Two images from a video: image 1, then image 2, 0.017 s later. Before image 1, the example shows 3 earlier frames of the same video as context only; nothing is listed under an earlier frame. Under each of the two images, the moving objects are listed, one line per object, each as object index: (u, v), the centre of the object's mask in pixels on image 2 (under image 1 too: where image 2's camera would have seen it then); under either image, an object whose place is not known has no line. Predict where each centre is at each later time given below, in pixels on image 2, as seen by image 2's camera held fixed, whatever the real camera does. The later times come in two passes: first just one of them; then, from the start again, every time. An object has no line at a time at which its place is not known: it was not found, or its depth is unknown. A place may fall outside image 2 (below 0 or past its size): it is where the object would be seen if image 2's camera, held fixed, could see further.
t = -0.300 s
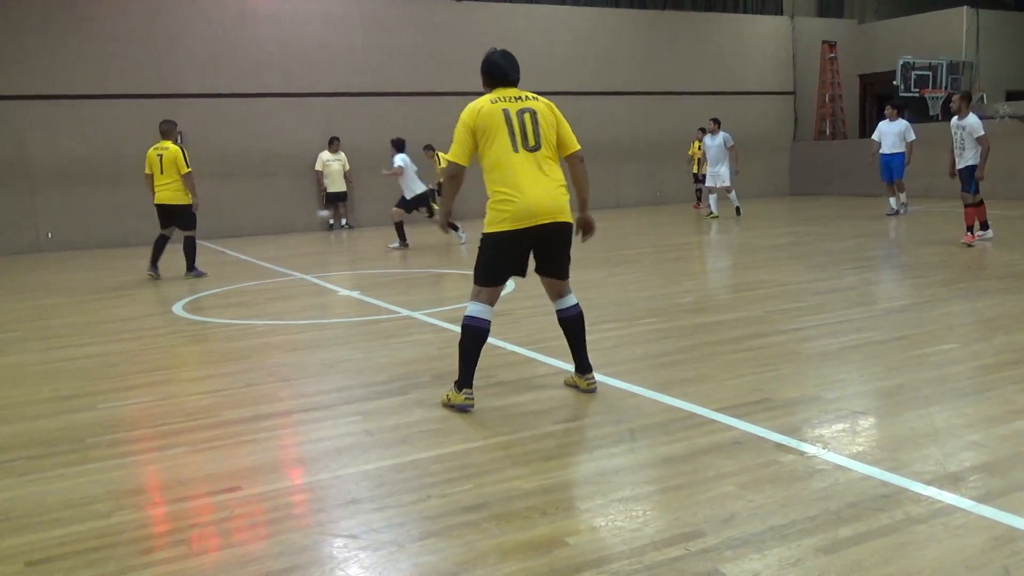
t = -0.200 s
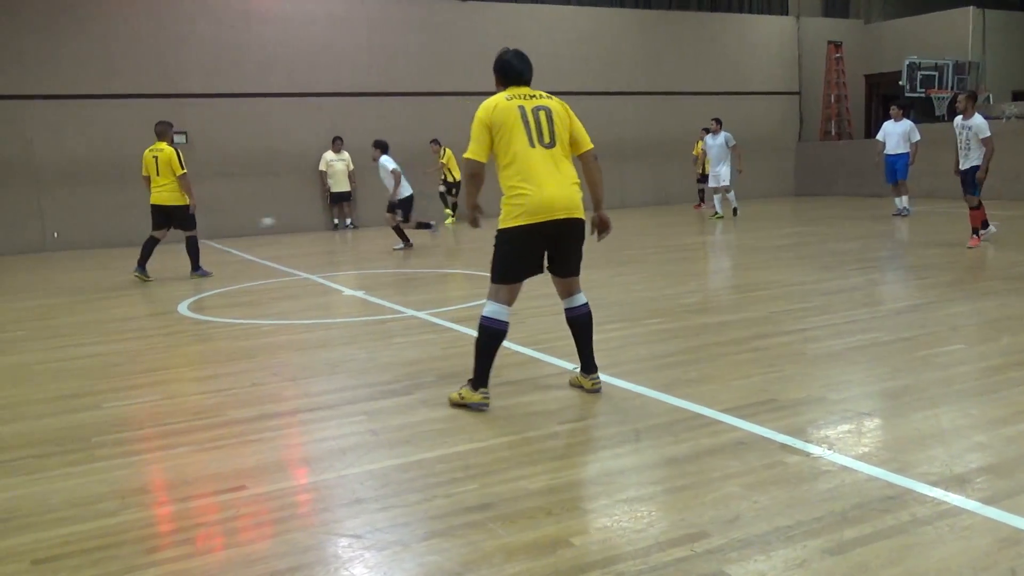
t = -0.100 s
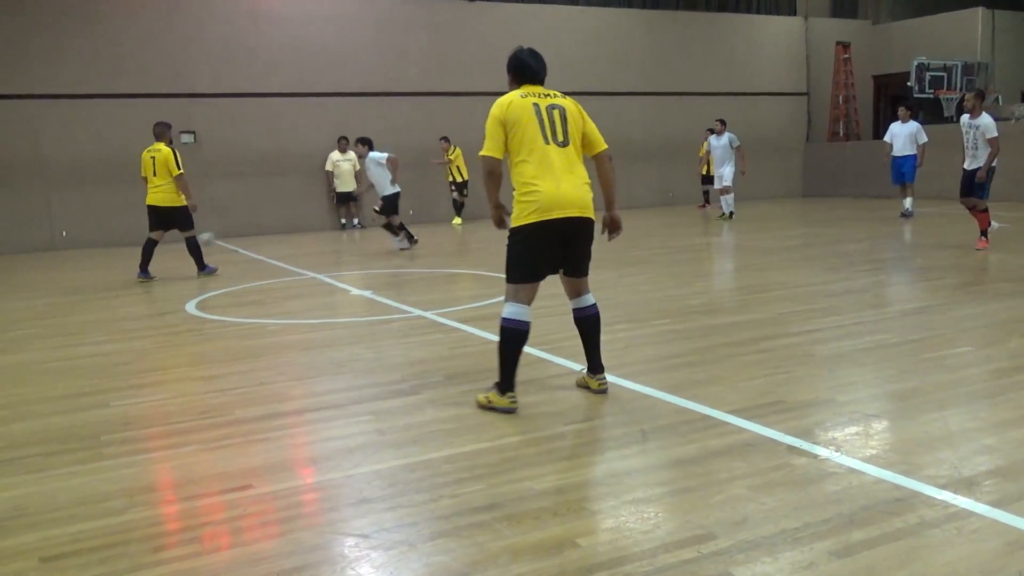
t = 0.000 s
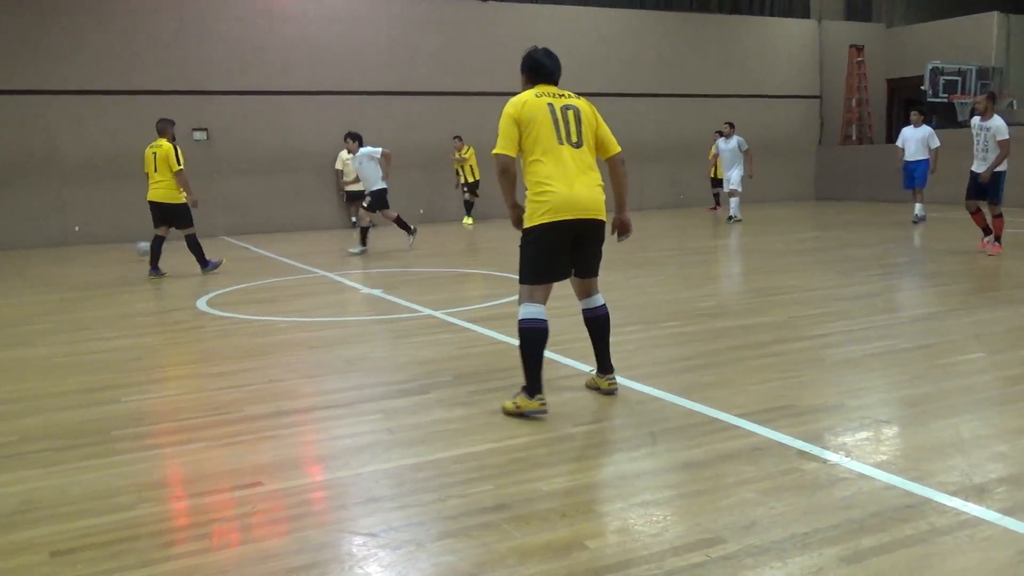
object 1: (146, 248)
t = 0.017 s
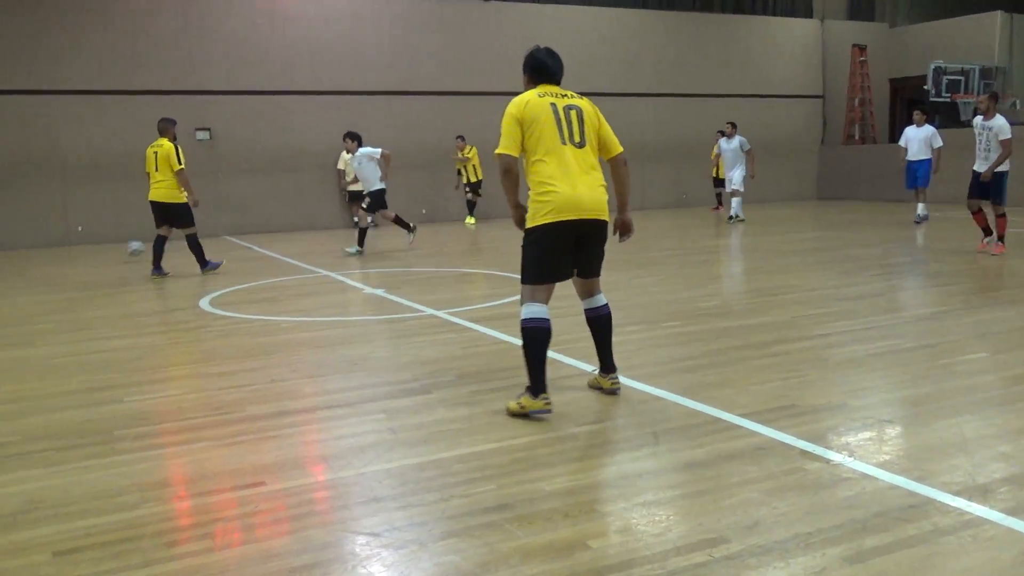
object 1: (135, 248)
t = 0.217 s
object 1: (-22, 271)
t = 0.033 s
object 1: (123, 249)
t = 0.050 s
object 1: (112, 250)
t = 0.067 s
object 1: (99, 250)
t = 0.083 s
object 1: (86, 251)
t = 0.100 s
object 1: (74, 253)
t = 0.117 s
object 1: (60, 255)
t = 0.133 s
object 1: (48, 257)
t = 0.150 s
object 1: (34, 259)
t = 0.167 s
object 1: (21, 261)
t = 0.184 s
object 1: (7, 264)
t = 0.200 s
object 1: (-7, 267)
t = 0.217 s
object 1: (-22, 271)
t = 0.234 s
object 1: (-38, 275)
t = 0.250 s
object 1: (-52, 277)
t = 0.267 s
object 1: (-66, 277)
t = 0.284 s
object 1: (-82, 278)
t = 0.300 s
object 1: (-96, 278)
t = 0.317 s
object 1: (-110, 279)
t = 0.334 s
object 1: (-125, 281)
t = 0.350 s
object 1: (-141, 283)
